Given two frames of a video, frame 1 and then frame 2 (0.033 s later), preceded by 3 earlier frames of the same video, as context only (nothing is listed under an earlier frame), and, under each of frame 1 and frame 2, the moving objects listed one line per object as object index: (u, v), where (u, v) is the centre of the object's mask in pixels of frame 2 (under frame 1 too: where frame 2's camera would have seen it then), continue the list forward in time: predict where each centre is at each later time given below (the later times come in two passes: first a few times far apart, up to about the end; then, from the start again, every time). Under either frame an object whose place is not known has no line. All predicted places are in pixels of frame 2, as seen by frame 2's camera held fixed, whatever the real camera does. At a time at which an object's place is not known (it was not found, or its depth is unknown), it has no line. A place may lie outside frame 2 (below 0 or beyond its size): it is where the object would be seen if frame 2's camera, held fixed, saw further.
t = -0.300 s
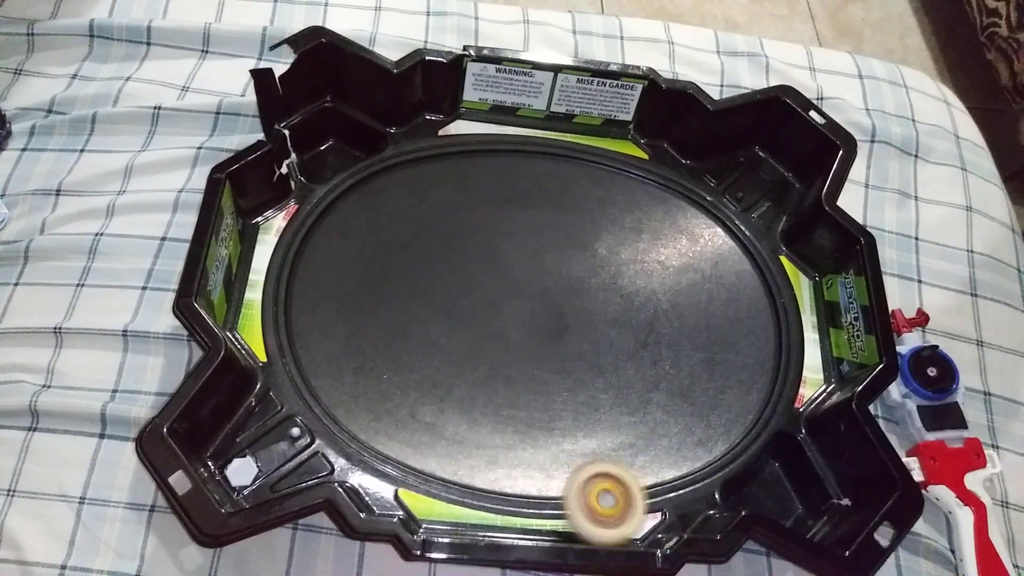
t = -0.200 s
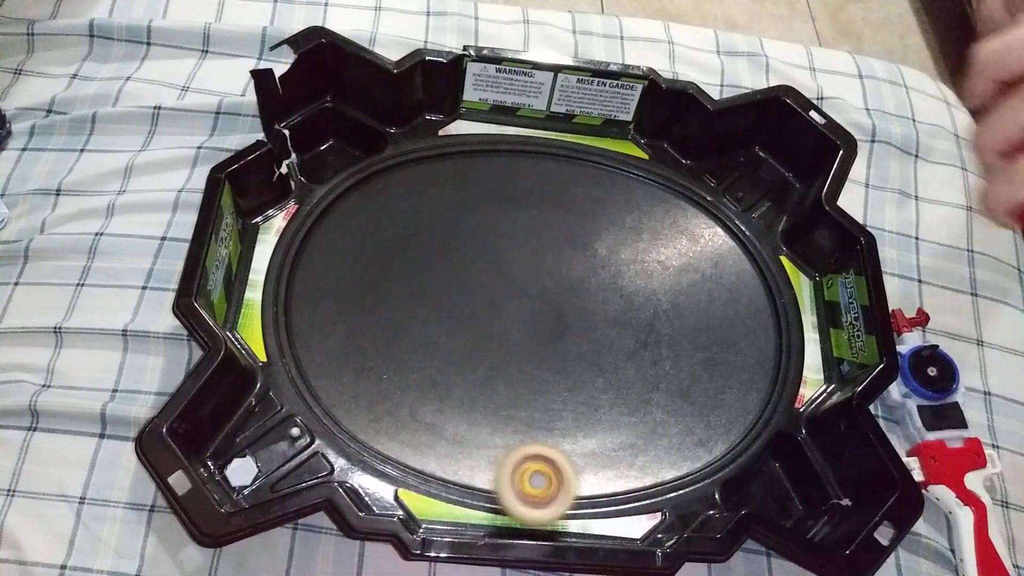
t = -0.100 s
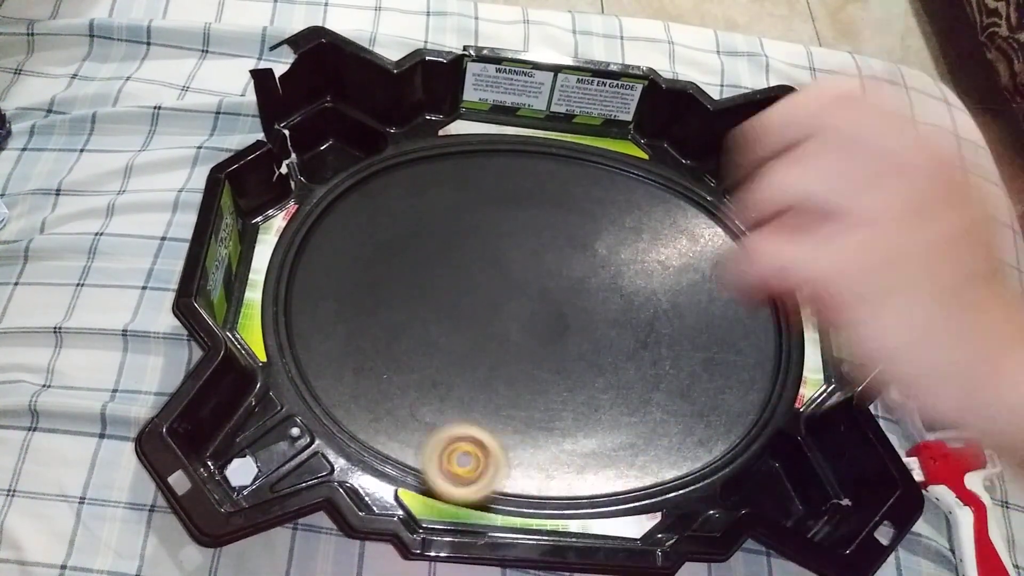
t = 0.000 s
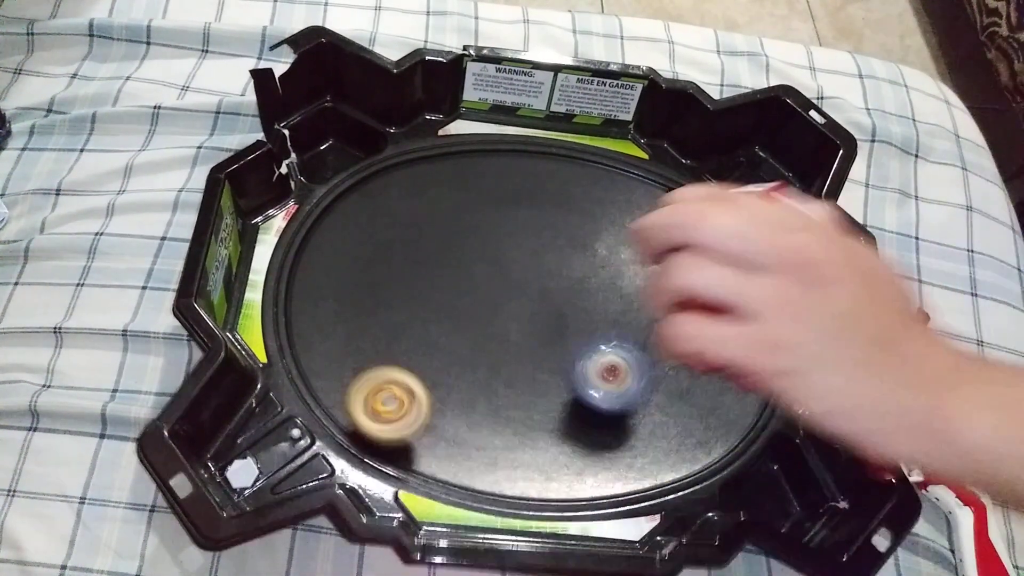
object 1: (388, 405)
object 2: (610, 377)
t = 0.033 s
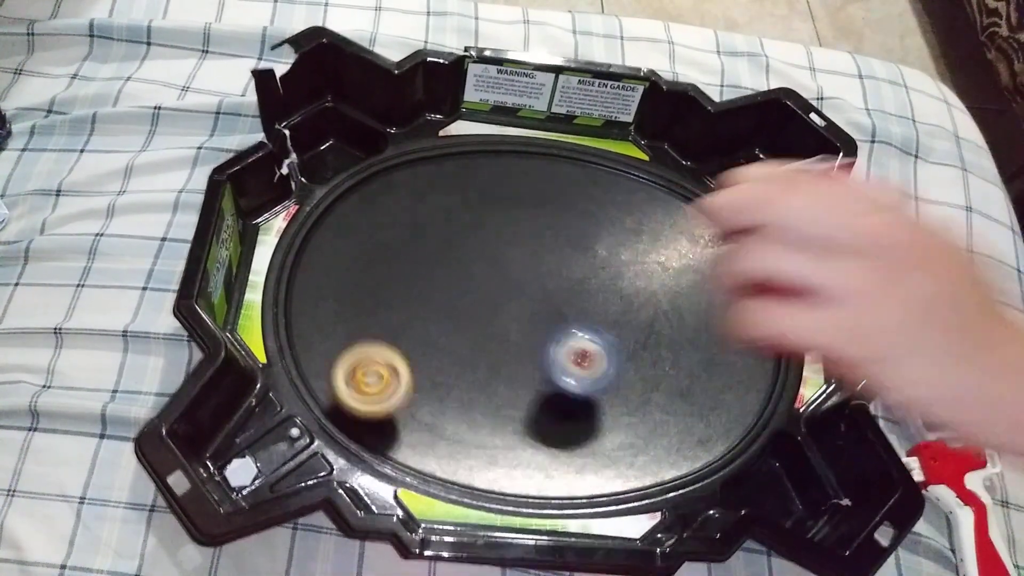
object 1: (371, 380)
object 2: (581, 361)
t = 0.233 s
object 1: (403, 231)
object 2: (427, 303)
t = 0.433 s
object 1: (562, 145)
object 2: (418, 354)
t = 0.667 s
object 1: (762, 256)
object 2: (577, 413)
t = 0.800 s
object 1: (781, 383)
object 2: (679, 383)
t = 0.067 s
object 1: (360, 354)
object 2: (549, 351)
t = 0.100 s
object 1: (357, 329)
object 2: (519, 343)
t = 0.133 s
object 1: (360, 302)
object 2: (490, 332)
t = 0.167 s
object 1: (369, 277)
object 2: (465, 321)
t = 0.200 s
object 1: (384, 253)
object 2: (442, 309)
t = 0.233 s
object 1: (403, 231)
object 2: (427, 303)
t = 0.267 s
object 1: (422, 204)
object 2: (416, 308)
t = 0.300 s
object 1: (446, 181)
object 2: (409, 313)
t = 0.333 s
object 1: (472, 165)
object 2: (405, 322)
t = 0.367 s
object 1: (502, 153)
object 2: (405, 331)
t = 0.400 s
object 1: (532, 146)
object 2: (410, 342)
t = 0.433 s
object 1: (562, 145)
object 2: (418, 354)
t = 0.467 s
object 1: (594, 150)
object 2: (432, 366)
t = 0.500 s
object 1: (625, 161)
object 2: (447, 377)
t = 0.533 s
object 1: (655, 174)
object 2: (468, 389)
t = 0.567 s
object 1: (686, 190)
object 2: (491, 399)
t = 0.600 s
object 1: (714, 209)
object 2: (518, 407)
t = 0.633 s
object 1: (741, 233)
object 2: (545, 411)
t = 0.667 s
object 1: (762, 256)
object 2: (577, 413)
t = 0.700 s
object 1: (777, 285)
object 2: (608, 412)
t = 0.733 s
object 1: (780, 319)
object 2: (639, 407)
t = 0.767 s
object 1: (777, 352)
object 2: (669, 397)
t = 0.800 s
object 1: (781, 383)
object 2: (679, 383)
